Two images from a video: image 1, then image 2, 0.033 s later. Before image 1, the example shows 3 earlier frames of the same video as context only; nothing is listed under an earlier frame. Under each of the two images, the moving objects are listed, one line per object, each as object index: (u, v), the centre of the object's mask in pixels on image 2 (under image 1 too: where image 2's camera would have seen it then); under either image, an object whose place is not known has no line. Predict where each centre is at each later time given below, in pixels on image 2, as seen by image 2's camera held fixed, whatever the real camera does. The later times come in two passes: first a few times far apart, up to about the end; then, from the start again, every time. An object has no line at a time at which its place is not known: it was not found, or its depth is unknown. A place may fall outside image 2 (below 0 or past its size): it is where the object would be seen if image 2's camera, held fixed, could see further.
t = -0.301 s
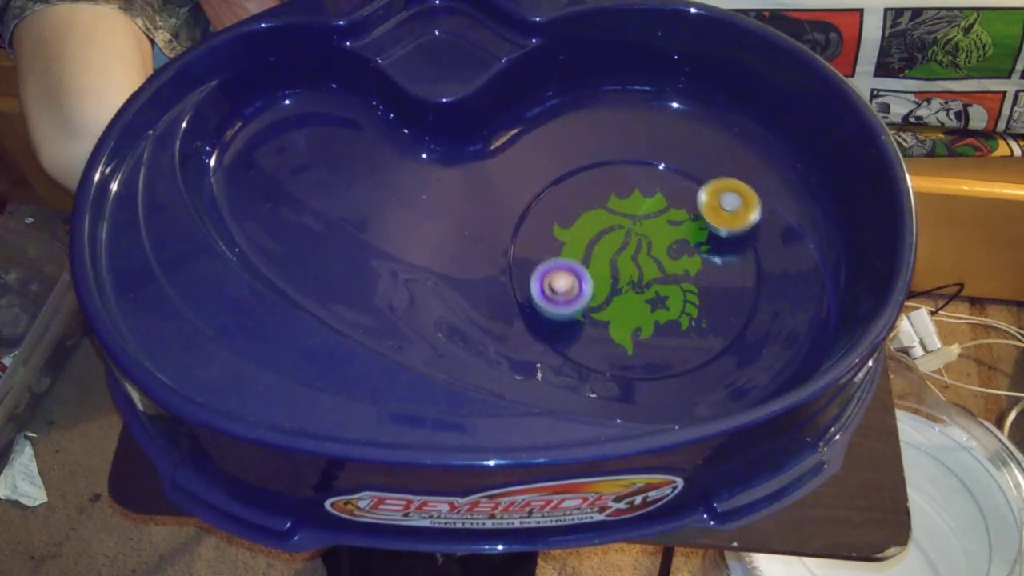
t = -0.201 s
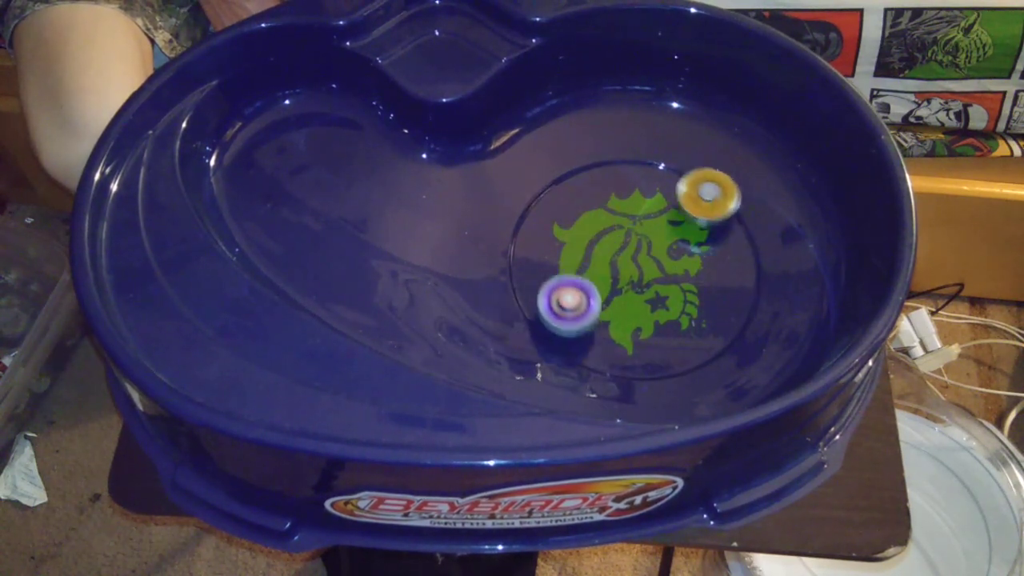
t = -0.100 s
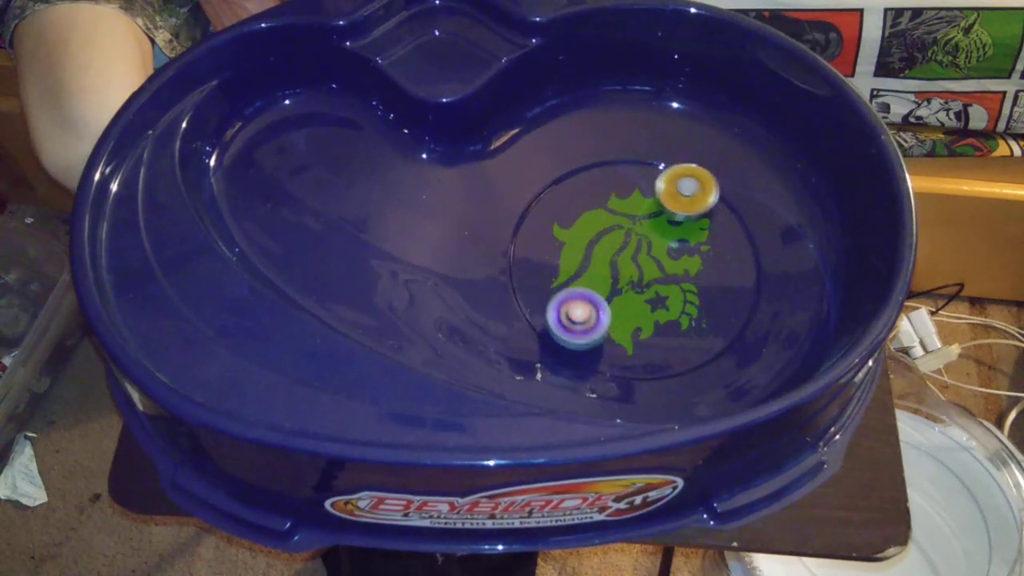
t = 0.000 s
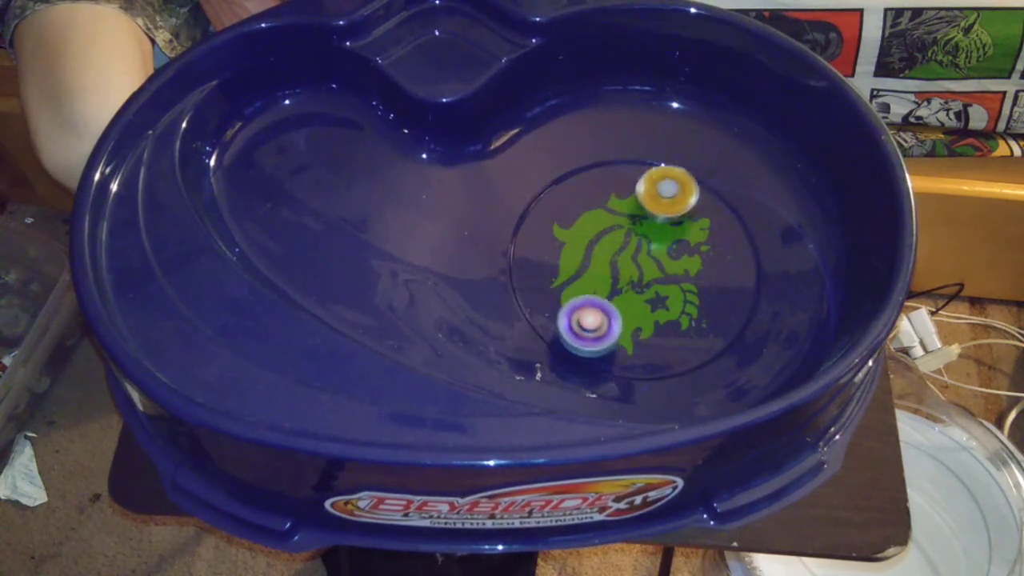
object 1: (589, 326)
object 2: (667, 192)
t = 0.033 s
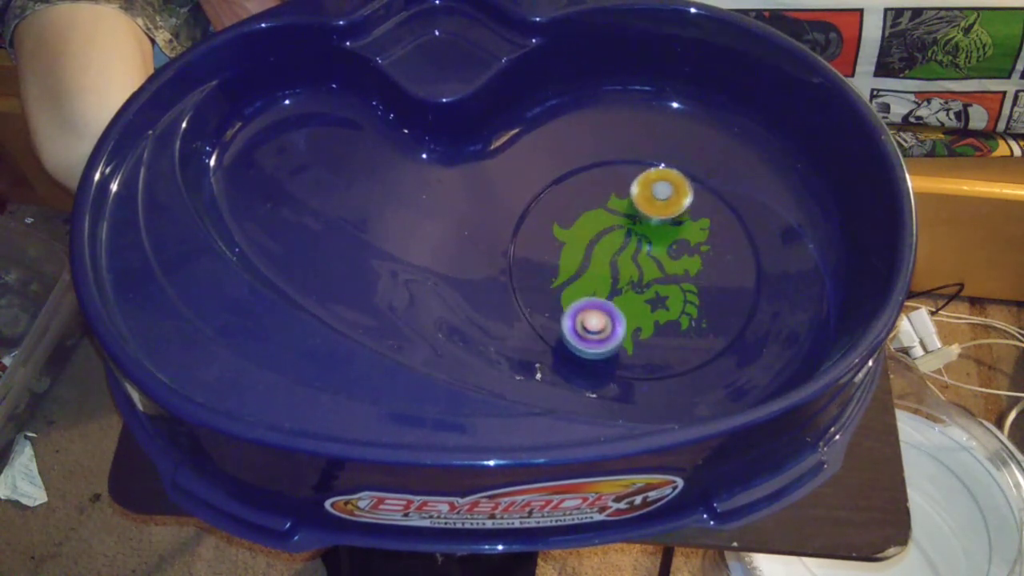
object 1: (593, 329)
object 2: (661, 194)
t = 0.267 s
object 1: (614, 330)
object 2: (632, 217)
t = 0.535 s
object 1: (629, 315)
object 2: (619, 241)
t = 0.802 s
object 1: (662, 399)
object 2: (607, 98)
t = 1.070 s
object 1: (695, 337)
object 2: (595, 229)
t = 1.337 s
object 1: (674, 255)
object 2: (606, 292)
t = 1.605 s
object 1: (636, 219)
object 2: (619, 286)
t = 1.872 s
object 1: (606, 208)
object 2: (625, 278)
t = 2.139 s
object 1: (591, 214)
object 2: (630, 273)
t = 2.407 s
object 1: (587, 206)
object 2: (651, 297)
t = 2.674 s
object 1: (590, 216)
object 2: (662, 299)
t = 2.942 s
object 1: (611, 234)
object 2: (659, 286)
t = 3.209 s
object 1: (605, 215)
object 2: (675, 306)
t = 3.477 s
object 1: (607, 232)
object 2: (671, 301)
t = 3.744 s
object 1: (600, 212)
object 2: (678, 329)
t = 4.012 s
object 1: (570, 177)
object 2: (696, 327)
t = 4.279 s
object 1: (563, 194)
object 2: (664, 299)
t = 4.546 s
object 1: (580, 217)
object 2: (621, 277)
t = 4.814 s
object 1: (579, 168)
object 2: (635, 359)
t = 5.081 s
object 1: (584, 189)
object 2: (650, 337)
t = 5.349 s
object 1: (605, 217)
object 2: (652, 300)
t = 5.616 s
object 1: (605, 202)
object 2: (675, 318)
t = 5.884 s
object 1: (602, 221)
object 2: (685, 305)
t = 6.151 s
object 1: (598, 245)
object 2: (681, 288)
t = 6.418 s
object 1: (597, 264)
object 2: (668, 271)
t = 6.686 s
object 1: (592, 277)
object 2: (653, 257)
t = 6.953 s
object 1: (581, 286)
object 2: (647, 240)
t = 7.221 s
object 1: (573, 289)
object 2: (649, 225)
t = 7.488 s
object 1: (579, 281)
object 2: (643, 226)
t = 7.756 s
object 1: (590, 268)
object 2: (640, 235)
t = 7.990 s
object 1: (555, 283)
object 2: (698, 216)
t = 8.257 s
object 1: (571, 283)
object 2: (693, 223)
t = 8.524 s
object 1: (595, 277)
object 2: (671, 243)
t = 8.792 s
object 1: (501, 289)
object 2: (767, 225)
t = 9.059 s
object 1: (494, 289)
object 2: (710, 219)
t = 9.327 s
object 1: (502, 277)
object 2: (664, 237)
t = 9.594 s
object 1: (538, 270)
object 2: (618, 252)
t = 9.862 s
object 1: (545, 269)
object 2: (643, 240)
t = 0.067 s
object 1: (596, 330)
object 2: (656, 196)
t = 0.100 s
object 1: (600, 331)
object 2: (650, 198)
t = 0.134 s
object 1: (603, 331)
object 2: (646, 202)
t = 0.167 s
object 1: (605, 331)
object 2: (641, 206)
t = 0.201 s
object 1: (608, 331)
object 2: (637, 209)
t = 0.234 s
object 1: (611, 331)
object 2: (634, 213)
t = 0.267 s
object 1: (614, 330)
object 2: (632, 217)
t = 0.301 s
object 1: (617, 329)
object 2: (630, 220)
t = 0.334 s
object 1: (619, 328)
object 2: (628, 224)
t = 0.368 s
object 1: (621, 327)
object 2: (627, 227)
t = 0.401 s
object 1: (623, 326)
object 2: (625, 229)
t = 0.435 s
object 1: (625, 323)
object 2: (624, 233)
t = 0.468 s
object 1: (627, 321)
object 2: (622, 235)
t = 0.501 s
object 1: (628, 318)
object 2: (621, 238)
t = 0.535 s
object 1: (629, 315)
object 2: (619, 241)
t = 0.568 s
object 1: (630, 312)
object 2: (618, 243)
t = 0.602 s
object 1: (631, 309)
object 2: (617, 245)
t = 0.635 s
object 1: (632, 306)
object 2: (616, 246)
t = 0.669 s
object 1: (637, 338)
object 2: (612, 214)
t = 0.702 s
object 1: (642, 368)
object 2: (609, 174)
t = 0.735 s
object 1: (649, 385)
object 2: (607, 140)
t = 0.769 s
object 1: (655, 398)
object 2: (608, 112)
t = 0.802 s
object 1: (662, 399)
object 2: (607, 98)
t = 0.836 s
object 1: (668, 398)
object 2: (606, 103)
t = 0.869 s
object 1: (673, 395)
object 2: (604, 115)
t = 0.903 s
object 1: (677, 390)
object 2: (602, 126)
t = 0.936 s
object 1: (682, 383)
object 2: (599, 143)
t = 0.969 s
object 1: (687, 373)
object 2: (597, 166)
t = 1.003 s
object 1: (690, 362)
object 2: (596, 188)
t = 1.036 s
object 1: (693, 352)
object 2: (596, 209)
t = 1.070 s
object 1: (695, 337)
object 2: (595, 229)
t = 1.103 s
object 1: (696, 323)
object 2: (595, 244)
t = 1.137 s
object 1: (696, 311)
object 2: (596, 259)
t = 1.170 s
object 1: (694, 299)
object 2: (597, 270)
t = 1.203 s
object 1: (691, 287)
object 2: (598, 279)
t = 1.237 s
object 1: (688, 277)
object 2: (600, 285)
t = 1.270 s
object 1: (684, 269)
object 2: (602, 289)
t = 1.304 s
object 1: (679, 261)
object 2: (604, 291)
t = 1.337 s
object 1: (674, 255)
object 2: (606, 292)
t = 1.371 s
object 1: (669, 249)
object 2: (608, 292)
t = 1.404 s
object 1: (664, 244)
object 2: (610, 291)
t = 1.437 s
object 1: (659, 239)
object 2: (612, 290)
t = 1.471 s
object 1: (654, 234)
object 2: (614, 289)
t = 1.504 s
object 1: (650, 230)
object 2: (615, 288)
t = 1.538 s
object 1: (645, 226)
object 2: (617, 287)
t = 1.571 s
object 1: (640, 223)
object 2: (618, 286)
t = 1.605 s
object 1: (636, 219)
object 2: (619, 286)
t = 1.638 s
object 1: (632, 216)
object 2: (621, 285)
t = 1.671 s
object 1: (628, 214)
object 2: (621, 283)
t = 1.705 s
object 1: (623, 212)
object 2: (622, 283)
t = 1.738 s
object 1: (620, 211)
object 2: (622, 282)
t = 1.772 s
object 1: (616, 209)
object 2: (623, 280)
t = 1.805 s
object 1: (612, 209)
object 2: (624, 280)
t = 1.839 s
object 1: (609, 208)
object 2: (624, 279)
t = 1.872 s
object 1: (606, 208)
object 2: (625, 278)
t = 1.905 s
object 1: (602, 208)
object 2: (626, 277)
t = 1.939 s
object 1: (600, 208)
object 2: (626, 276)
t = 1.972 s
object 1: (598, 209)
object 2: (627, 276)
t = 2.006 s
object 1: (596, 209)
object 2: (628, 275)
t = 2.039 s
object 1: (594, 210)
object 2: (629, 274)
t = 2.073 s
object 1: (593, 211)
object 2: (629, 274)
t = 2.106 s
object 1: (592, 213)
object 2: (629, 273)
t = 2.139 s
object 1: (591, 214)
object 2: (630, 273)
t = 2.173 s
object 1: (591, 216)
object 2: (631, 272)
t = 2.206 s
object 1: (591, 218)
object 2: (631, 272)
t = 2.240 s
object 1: (592, 219)
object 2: (631, 271)
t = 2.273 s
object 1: (593, 221)
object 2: (631, 271)
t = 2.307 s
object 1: (594, 223)
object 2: (632, 271)
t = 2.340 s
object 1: (592, 217)
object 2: (638, 279)
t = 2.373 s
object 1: (588, 210)
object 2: (645, 289)
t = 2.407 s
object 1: (587, 206)
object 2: (651, 297)
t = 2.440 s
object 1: (586, 205)
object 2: (654, 302)
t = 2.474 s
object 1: (586, 204)
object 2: (656, 304)
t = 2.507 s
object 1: (586, 205)
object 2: (658, 305)
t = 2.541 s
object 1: (586, 207)
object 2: (659, 304)
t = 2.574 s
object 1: (587, 209)
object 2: (660, 303)
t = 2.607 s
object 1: (588, 211)
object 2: (661, 302)
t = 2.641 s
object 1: (589, 213)
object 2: (662, 301)
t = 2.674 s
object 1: (590, 216)
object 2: (662, 299)
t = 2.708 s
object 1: (593, 219)
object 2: (663, 298)
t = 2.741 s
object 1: (595, 221)
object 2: (663, 297)
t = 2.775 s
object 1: (597, 224)
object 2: (663, 295)
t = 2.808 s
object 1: (600, 226)
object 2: (662, 293)
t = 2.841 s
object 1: (602, 228)
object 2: (662, 292)
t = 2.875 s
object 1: (605, 230)
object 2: (661, 290)
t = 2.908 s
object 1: (608, 232)
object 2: (661, 288)
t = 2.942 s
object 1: (611, 234)
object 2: (659, 286)
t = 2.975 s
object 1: (614, 235)
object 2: (659, 284)
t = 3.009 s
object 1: (616, 236)
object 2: (657, 282)
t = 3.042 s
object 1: (615, 233)
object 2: (661, 286)
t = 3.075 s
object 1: (611, 224)
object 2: (667, 296)
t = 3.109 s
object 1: (607, 218)
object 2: (671, 302)
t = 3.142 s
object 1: (606, 215)
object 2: (673, 305)
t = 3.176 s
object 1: (605, 214)
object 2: (675, 306)
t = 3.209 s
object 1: (605, 215)
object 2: (675, 306)
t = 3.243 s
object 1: (604, 216)
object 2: (675, 306)
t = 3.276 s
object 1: (604, 218)
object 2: (676, 306)
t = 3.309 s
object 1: (604, 220)
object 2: (676, 305)
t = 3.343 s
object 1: (604, 222)
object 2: (675, 305)
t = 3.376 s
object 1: (604, 224)
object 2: (675, 304)
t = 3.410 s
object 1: (605, 226)
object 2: (674, 303)
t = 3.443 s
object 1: (606, 229)
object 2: (673, 302)
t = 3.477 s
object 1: (607, 232)
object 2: (671, 301)
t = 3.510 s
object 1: (608, 234)
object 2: (669, 300)
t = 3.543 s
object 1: (610, 236)
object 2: (667, 299)
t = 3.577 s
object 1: (611, 238)
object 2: (664, 297)
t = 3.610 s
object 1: (613, 240)
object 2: (662, 295)
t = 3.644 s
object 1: (614, 242)
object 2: (659, 293)
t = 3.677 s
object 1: (616, 243)
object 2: (656, 291)
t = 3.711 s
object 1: (611, 233)
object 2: (665, 305)
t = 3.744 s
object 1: (600, 212)
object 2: (678, 329)
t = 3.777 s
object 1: (591, 196)
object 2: (689, 348)
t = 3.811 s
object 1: (584, 184)
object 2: (696, 354)
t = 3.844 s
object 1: (579, 175)
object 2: (699, 356)
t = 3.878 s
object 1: (575, 171)
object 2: (700, 355)
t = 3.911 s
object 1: (573, 170)
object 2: (701, 350)
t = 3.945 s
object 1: (572, 173)
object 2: (699, 342)
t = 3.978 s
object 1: (571, 175)
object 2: (698, 334)
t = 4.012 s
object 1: (570, 177)
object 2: (696, 327)
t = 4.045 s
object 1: (569, 179)
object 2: (693, 320)
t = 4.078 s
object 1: (568, 181)
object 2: (690, 315)
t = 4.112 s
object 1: (567, 183)
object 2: (686, 311)
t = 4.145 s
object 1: (566, 185)
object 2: (683, 308)
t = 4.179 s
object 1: (564, 187)
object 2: (679, 305)
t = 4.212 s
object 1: (564, 189)
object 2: (675, 303)
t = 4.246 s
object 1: (563, 192)
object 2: (669, 301)
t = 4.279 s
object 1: (563, 194)
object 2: (664, 299)
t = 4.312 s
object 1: (564, 197)
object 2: (659, 296)
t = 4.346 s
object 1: (564, 199)
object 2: (653, 294)
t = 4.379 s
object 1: (566, 202)
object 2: (647, 291)
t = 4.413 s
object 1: (568, 205)
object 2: (642, 288)
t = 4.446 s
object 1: (571, 208)
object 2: (636, 285)
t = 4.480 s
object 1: (573, 211)
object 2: (631, 282)
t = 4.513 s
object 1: (576, 214)
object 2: (626, 279)
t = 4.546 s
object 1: (580, 217)
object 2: (621, 277)
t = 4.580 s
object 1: (583, 220)
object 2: (616, 274)
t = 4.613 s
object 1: (586, 217)
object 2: (615, 278)
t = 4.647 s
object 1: (582, 200)
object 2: (619, 300)
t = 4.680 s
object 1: (581, 185)
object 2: (624, 320)
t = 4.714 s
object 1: (580, 175)
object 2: (628, 337)
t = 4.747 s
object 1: (579, 169)
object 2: (631, 349)
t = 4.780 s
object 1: (579, 167)
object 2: (633, 356)
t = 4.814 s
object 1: (579, 168)
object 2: (635, 359)
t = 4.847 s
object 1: (579, 170)
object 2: (637, 358)
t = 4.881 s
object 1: (578, 172)
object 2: (639, 356)
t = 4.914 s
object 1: (578, 174)
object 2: (641, 354)
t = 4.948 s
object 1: (579, 177)
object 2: (643, 351)
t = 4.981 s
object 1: (579, 180)
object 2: (645, 348)
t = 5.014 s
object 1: (580, 182)
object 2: (647, 344)
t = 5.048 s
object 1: (582, 186)
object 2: (648, 341)
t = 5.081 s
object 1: (584, 189)
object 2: (650, 337)
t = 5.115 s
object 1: (586, 193)
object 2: (651, 333)
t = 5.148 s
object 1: (589, 196)
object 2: (652, 329)
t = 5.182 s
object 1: (592, 200)
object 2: (652, 324)
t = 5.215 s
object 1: (595, 204)
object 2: (653, 320)
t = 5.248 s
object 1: (598, 207)
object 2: (653, 315)
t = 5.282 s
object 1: (600, 210)
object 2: (653, 310)
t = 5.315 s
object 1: (603, 214)
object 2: (653, 305)
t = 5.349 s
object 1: (605, 217)
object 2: (652, 300)
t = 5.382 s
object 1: (608, 220)
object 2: (652, 295)
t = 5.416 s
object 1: (611, 224)
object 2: (652, 289)
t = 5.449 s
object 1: (613, 228)
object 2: (651, 284)
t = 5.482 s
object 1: (615, 231)
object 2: (651, 282)
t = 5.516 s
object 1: (612, 220)
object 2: (659, 293)
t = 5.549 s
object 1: (609, 211)
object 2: (666, 305)
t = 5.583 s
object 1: (606, 205)
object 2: (671, 313)
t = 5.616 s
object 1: (605, 202)
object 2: (675, 318)
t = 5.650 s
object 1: (605, 202)
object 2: (678, 320)
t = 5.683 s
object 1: (605, 204)
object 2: (679, 319)
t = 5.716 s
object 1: (604, 206)
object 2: (681, 317)
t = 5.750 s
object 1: (604, 209)
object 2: (682, 315)
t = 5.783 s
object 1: (603, 212)
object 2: (683, 312)
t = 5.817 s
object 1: (603, 215)
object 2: (684, 310)
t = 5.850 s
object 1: (602, 218)
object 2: (685, 307)
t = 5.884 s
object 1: (602, 221)
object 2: (685, 305)
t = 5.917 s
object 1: (601, 225)
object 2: (685, 302)
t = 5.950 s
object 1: (601, 228)
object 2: (685, 300)
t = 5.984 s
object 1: (600, 231)
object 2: (685, 298)
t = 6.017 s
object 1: (600, 234)
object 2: (684, 296)
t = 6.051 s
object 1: (599, 237)
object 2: (684, 294)
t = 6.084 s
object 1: (599, 239)
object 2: (683, 292)
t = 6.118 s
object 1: (599, 243)
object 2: (682, 290)
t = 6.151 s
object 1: (598, 245)
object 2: (681, 288)
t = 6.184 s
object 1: (598, 248)
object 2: (680, 286)
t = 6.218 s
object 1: (598, 251)
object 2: (679, 284)
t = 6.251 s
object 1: (598, 253)
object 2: (678, 282)
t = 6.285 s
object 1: (597, 256)
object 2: (676, 280)
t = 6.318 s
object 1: (597, 258)
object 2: (674, 278)
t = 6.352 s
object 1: (597, 260)
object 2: (672, 276)
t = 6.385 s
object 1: (597, 262)
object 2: (670, 274)
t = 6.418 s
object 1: (597, 264)
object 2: (668, 271)
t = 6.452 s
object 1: (597, 266)
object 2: (665, 269)
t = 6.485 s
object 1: (597, 268)
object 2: (663, 267)
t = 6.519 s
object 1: (597, 270)
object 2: (660, 265)
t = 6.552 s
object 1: (595, 271)
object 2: (659, 263)
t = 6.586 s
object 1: (594, 273)
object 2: (658, 261)
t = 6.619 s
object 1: (593, 274)
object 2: (656, 259)
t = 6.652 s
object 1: (593, 276)
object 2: (654, 257)
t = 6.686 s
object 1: (592, 277)
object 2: (653, 257)
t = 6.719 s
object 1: (592, 278)
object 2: (651, 255)
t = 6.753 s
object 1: (591, 279)
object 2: (649, 254)
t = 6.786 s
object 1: (591, 280)
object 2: (647, 253)
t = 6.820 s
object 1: (591, 280)
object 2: (645, 252)
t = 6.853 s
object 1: (591, 281)
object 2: (643, 251)
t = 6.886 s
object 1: (591, 281)
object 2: (641, 249)
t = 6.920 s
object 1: (587, 282)
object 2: (642, 246)
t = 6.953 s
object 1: (581, 286)
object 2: (647, 240)
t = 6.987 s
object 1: (577, 288)
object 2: (650, 236)
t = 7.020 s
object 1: (575, 289)
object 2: (652, 233)
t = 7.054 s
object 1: (574, 289)
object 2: (652, 231)
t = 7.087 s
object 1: (573, 289)
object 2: (652, 229)
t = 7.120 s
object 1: (573, 289)
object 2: (651, 228)
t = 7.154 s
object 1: (573, 289)
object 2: (651, 227)
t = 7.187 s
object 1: (573, 289)
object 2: (650, 226)
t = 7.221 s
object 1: (573, 289)
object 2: (649, 225)
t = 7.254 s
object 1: (574, 288)
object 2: (648, 225)
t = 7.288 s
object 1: (574, 288)
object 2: (647, 224)
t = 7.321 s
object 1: (575, 287)
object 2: (646, 224)
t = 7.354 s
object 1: (575, 286)
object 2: (645, 224)
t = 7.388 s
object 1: (576, 285)
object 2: (645, 224)
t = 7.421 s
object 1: (577, 284)
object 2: (644, 225)
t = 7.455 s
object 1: (578, 283)
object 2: (644, 225)
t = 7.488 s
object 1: (579, 281)
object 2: (643, 226)
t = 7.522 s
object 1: (580, 280)
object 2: (643, 226)
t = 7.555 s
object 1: (581, 278)
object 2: (642, 227)
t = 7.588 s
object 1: (582, 277)
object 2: (642, 228)
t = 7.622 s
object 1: (584, 275)
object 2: (642, 229)
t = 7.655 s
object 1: (585, 274)
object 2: (641, 231)
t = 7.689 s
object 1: (587, 272)
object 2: (641, 232)
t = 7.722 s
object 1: (588, 270)
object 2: (640, 233)
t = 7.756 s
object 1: (590, 268)
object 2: (640, 235)
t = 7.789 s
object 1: (582, 270)
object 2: (650, 231)
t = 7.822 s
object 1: (568, 275)
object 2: (667, 225)
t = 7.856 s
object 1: (559, 279)
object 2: (679, 222)
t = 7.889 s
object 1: (555, 281)
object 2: (688, 219)
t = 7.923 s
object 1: (553, 281)
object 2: (693, 217)
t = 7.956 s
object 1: (554, 282)
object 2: (697, 217)
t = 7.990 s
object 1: (555, 283)
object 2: (698, 216)
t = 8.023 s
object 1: (557, 283)
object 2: (698, 216)
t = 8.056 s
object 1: (558, 284)
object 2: (698, 217)
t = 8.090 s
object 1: (561, 284)
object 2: (698, 217)
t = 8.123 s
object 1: (562, 284)
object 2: (697, 217)
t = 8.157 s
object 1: (564, 284)
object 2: (696, 218)
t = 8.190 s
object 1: (567, 284)
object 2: (695, 220)
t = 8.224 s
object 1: (569, 284)
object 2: (694, 221)
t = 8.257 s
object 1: (571, 283)
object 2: (693, 223)
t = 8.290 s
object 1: (574, 283)
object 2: (692, 225)
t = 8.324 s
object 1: (577, 282)
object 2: (689, 227)
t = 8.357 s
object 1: (580, 282)
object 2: (687, 229)
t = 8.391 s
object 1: (583, 281)
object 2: (685, 232)
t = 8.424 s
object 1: (586, 280)
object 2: (682, 234)
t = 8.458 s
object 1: (589, 279)
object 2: (678, 238)
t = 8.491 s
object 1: (592, 278)
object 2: (675, 241)
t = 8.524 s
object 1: (595, 277)
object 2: (671, 243)
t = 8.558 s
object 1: (599, 276)
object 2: (667, 246)
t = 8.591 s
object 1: (602, 275)
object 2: (663, 249)
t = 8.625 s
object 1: (596, 275)
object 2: (668, 249)
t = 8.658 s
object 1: (565, 279)
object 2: (701, 242)
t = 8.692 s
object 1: (540, 283)
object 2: (727, 237)
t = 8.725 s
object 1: (522, 285)
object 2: (751, 232)
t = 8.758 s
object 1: (510, 286)
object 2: (762, 228)
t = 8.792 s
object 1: (501, 289)
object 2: (767, 225)
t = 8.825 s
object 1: (497, 290)
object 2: (766, 223)
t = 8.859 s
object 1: (495, 290)
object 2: (761, 221)
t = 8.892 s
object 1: (494, 291)
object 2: (754, 220)
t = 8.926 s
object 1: (494, 291)
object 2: (745, 220)
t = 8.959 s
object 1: (494, 291)
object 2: (736, 220)
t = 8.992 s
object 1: (494, 290)
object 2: (727, 219)
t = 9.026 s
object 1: (494, 290)
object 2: (718, 219)
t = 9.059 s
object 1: (494, 289)
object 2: (710, 219)
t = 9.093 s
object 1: (494, 289)
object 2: (703, 221)
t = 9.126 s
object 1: (495, 288)
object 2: (697, 222)
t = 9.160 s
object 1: (495, 286)
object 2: (692, 225)
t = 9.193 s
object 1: (497, 284)
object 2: (686, 228)
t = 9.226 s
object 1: (498, 283)
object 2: (681, 230)
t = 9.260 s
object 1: (499, 281)
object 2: (675, 232)
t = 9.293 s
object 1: (500, 279)
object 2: (669, 235)
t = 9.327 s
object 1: (502, 277)
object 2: (664, 237)
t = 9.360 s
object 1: (504, 274)
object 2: (658, 240)
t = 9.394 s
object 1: (506, 272)
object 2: (652, 242)
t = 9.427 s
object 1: (508, 270)
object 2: (646, 244)
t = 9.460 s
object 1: (511, 268)
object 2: (641, 246)
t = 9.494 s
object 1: (513, 267)
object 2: (634, 248)
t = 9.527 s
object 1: (520, 268)
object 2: (629, 249)
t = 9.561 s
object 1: (529, 269)
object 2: (623, 251)
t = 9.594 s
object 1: (538, 270)
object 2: (618, 252)
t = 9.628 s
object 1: (545, 270)
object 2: (613, 252)
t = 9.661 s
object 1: (549, 270)
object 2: (612, 251)
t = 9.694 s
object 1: (550, 270)
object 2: (616, 250)
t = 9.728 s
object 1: (552, 269)
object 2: (617, 250)
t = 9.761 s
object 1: (555, 268)
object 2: (617, 249)
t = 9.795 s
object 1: (555, 268)
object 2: (620, 247)
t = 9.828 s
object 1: (548, 269)
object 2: (632, 243)
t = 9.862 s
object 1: (545, 269)
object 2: (643, 240)
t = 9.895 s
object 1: (545, 269)
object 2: (649, 237)
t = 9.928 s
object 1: (547, 270)
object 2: (653, 234)
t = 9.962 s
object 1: (550, 270)
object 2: (655, 231)
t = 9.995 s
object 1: (554, 270)
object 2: (656, 228)
